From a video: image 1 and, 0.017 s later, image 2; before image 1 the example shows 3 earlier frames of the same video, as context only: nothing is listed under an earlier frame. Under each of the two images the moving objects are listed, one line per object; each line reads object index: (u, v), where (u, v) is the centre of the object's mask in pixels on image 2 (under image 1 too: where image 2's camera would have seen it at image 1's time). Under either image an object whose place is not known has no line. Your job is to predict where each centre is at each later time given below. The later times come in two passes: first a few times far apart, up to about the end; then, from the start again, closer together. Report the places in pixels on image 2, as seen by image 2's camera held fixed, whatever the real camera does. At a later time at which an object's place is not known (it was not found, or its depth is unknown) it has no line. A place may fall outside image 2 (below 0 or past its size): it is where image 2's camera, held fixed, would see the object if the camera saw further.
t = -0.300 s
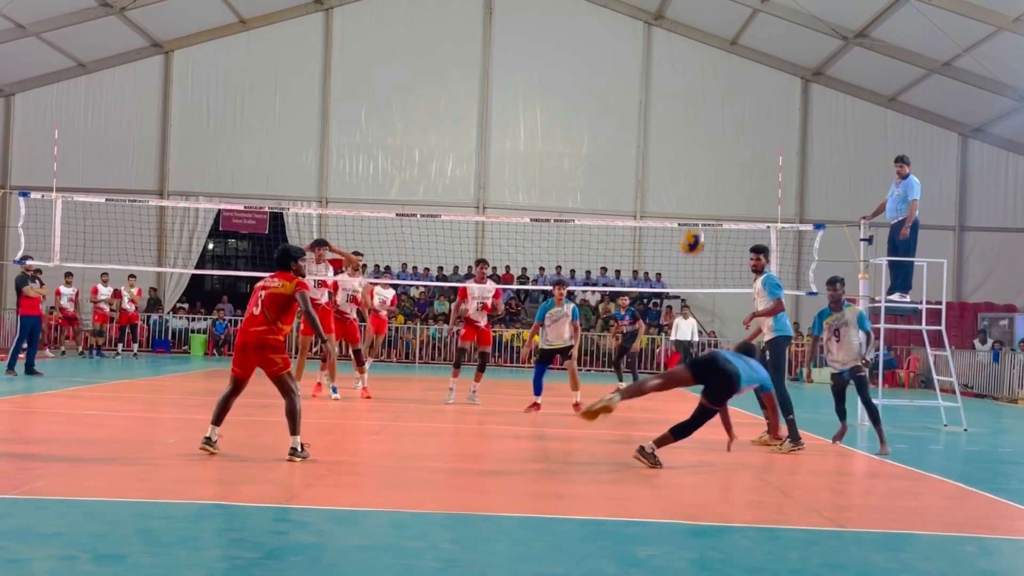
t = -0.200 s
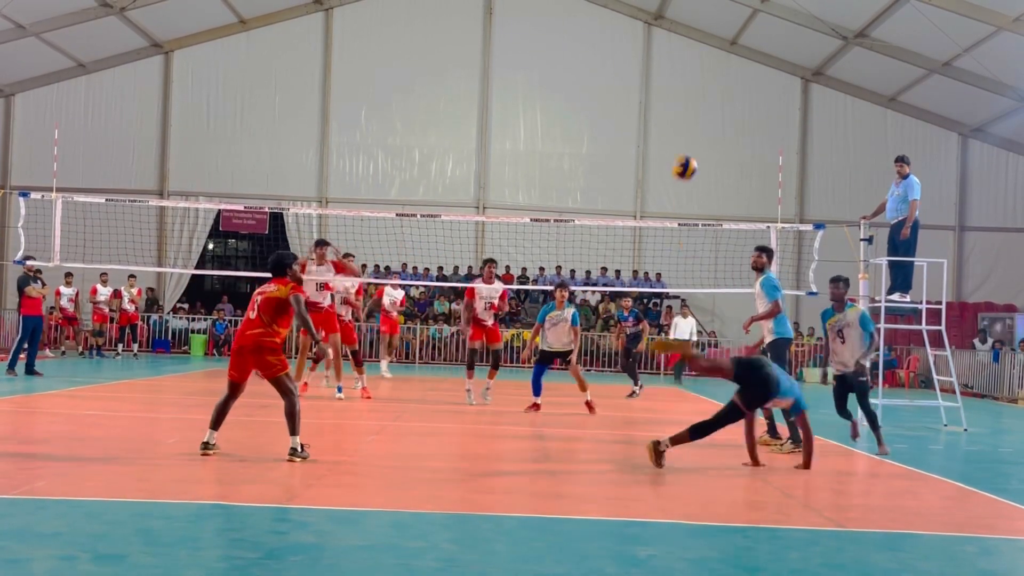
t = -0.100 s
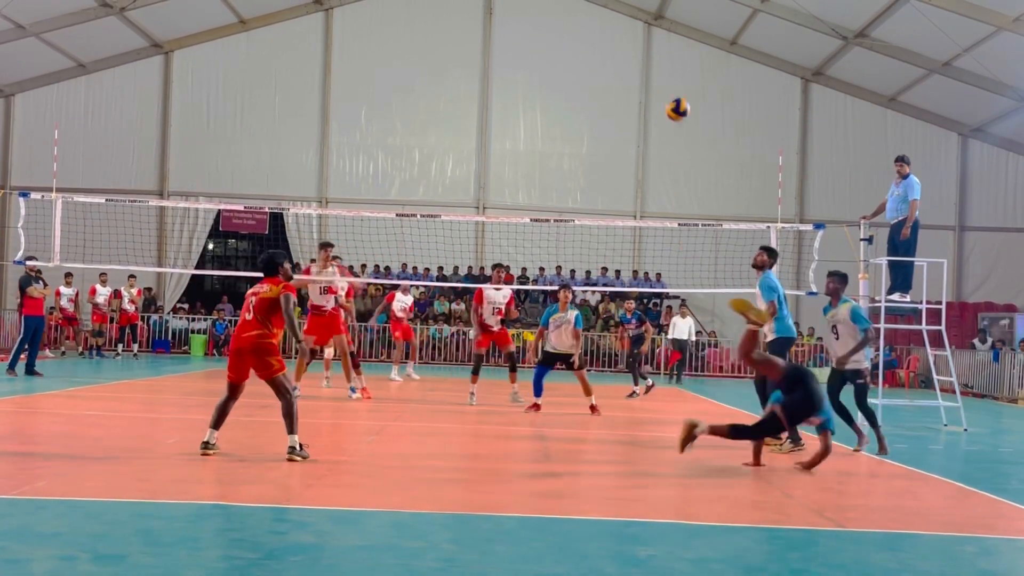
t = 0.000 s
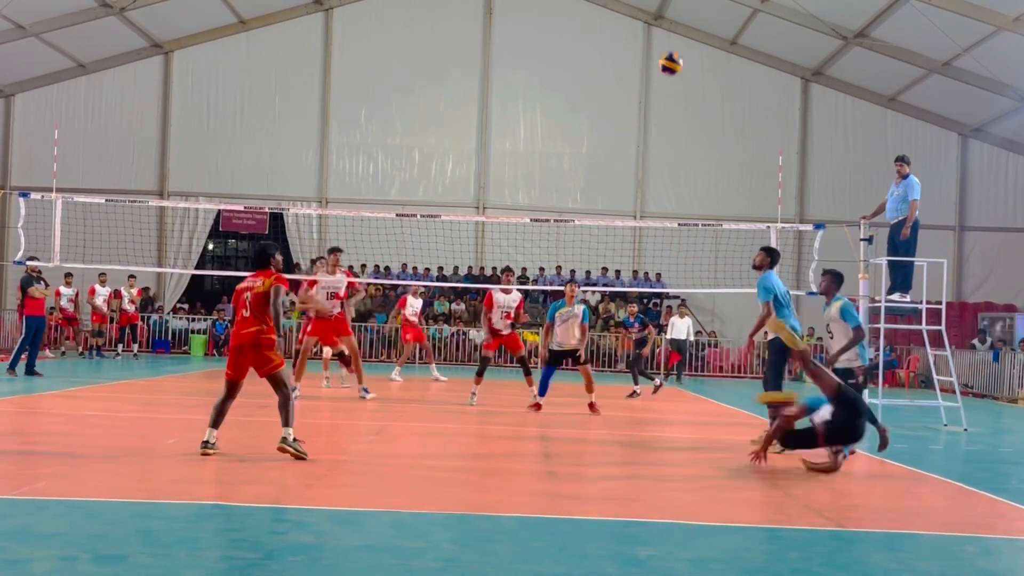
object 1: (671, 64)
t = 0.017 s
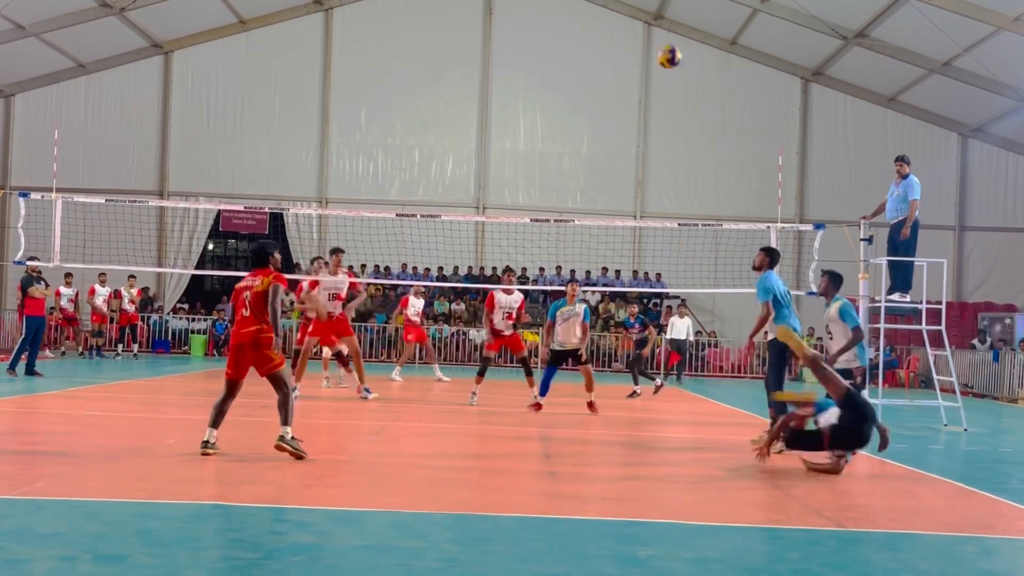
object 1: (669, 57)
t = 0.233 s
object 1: (656, 7)
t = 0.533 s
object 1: (635, 10)
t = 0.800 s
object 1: (616, 83)
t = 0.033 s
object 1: (668, 51)
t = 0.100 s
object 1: (664, 30)
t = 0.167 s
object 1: (660, 15)
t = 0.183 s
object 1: (659, 11)
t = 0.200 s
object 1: (658, 10)
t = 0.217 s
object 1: (656, 9)
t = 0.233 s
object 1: (656, 7)
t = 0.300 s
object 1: (651, 4)
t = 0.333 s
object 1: (650, 4)
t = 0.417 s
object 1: (643, 4)
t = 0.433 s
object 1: (642, 4)
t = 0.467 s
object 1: (640, 5)
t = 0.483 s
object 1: (639, 6)
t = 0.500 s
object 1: (638, 8)
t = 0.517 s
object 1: (637, 8)
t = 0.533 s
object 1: (635, 10)
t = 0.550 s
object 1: (634, 13)
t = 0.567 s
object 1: (633, 16)
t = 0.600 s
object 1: (631, 22)
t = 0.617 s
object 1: (630, 27)
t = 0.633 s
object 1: (629, 31)
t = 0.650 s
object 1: (627, 35)
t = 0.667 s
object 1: (626, 39)
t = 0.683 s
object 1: (625, 43)
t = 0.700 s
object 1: (623, 49)
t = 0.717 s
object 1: (622, 54)
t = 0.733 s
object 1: (622, 59)
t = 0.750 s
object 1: (620, 65)
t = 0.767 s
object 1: (619, 70)
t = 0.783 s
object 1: (618, 76)
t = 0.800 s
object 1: (616, 83)
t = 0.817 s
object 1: (616, 89)
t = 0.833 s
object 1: (614, 96)
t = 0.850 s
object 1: (613, 102)
